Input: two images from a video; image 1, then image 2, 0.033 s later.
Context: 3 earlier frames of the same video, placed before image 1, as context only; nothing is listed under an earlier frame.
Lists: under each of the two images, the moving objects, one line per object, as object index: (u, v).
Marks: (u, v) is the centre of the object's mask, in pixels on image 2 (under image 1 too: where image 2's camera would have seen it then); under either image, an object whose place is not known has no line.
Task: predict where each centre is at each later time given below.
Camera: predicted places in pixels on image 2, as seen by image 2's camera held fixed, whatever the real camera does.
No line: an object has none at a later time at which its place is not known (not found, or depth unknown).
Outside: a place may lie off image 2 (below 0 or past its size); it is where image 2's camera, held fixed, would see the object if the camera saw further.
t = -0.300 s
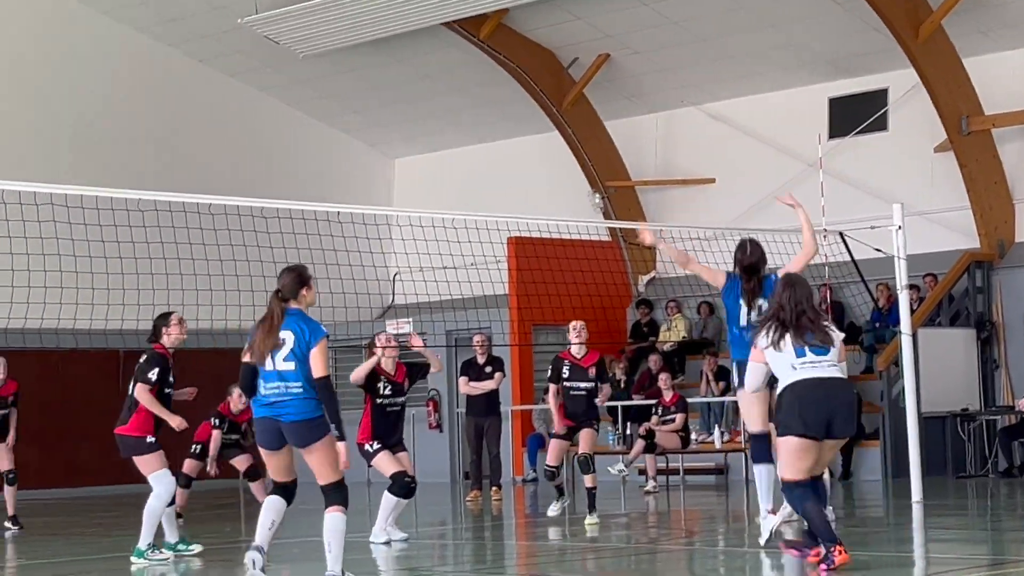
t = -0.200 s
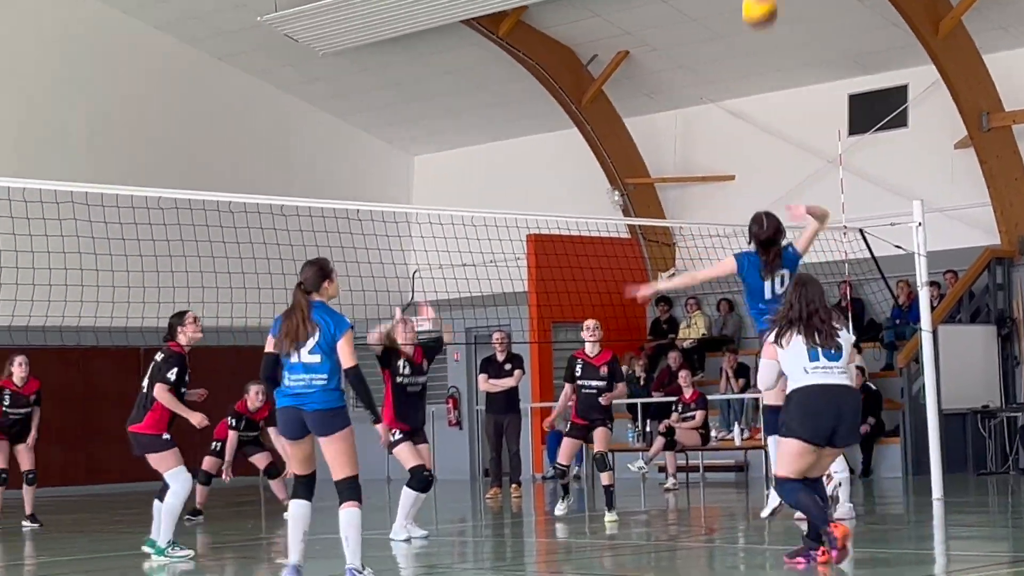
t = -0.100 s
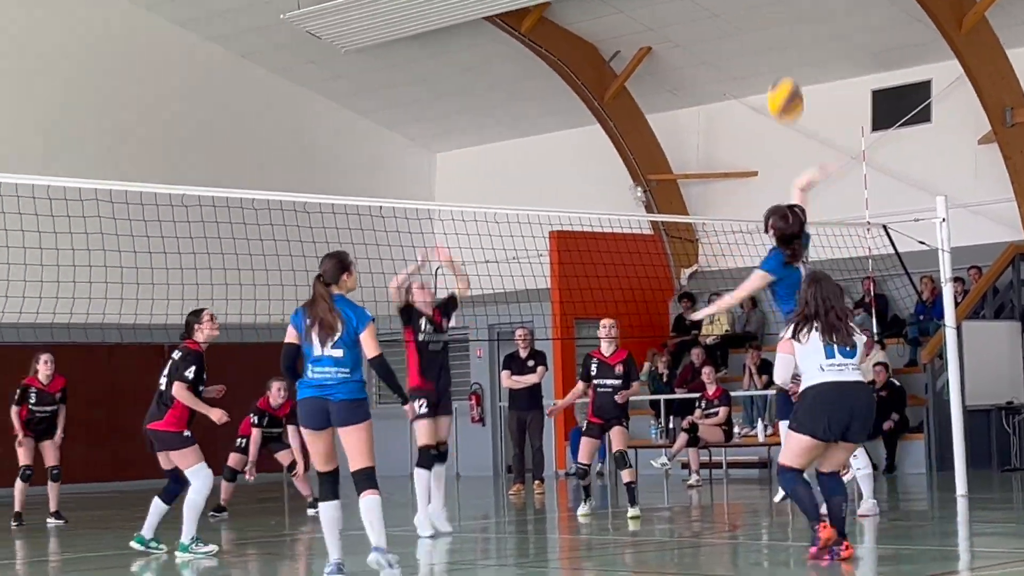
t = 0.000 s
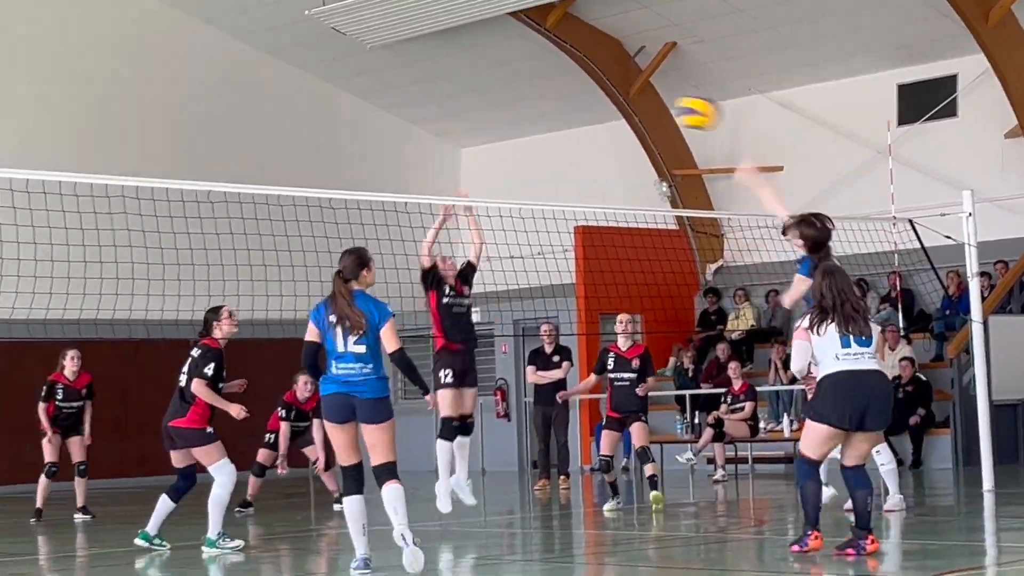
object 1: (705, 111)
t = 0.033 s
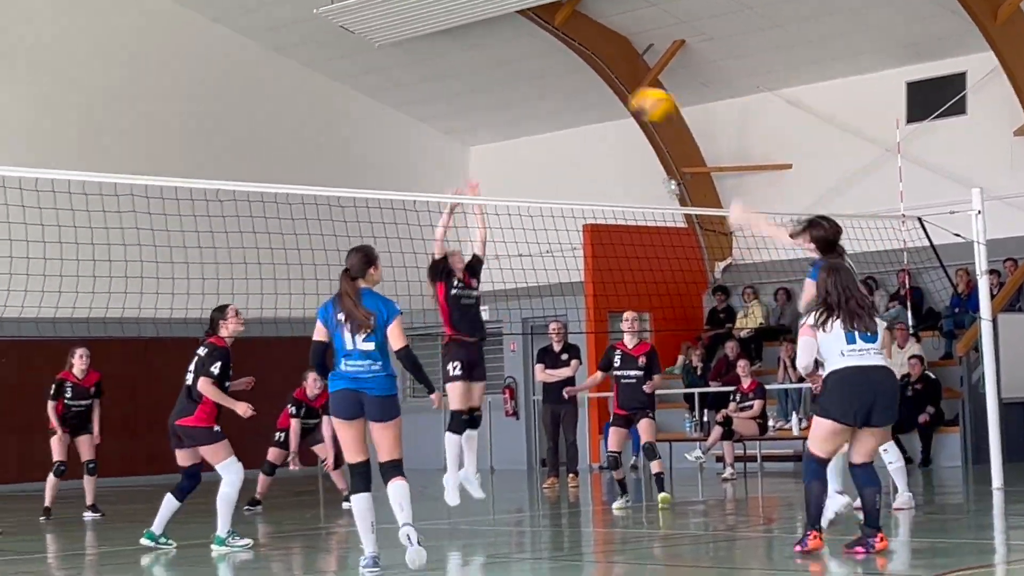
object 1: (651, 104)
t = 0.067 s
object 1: (602, 100)
